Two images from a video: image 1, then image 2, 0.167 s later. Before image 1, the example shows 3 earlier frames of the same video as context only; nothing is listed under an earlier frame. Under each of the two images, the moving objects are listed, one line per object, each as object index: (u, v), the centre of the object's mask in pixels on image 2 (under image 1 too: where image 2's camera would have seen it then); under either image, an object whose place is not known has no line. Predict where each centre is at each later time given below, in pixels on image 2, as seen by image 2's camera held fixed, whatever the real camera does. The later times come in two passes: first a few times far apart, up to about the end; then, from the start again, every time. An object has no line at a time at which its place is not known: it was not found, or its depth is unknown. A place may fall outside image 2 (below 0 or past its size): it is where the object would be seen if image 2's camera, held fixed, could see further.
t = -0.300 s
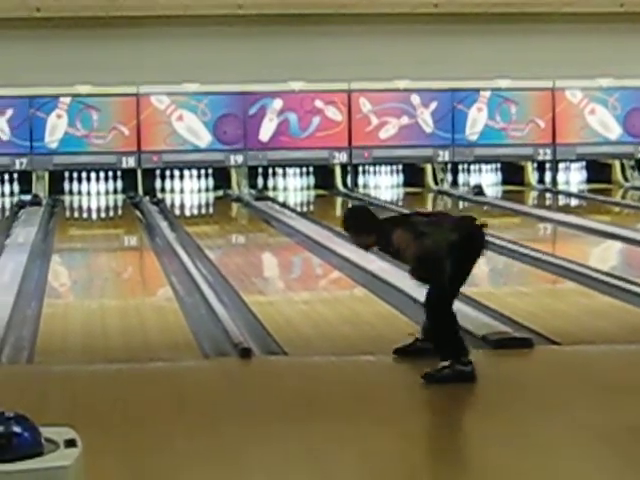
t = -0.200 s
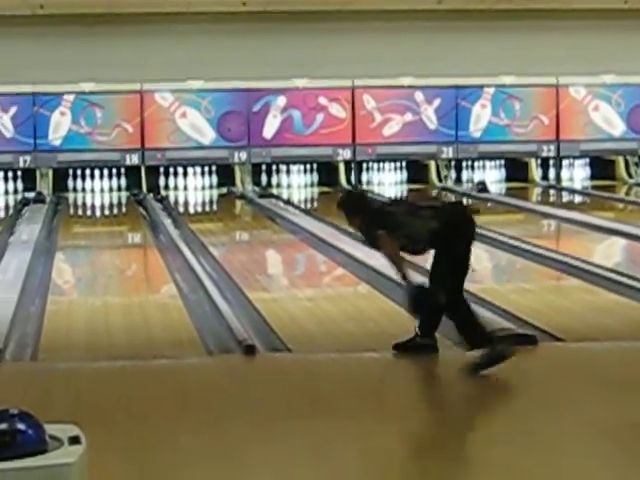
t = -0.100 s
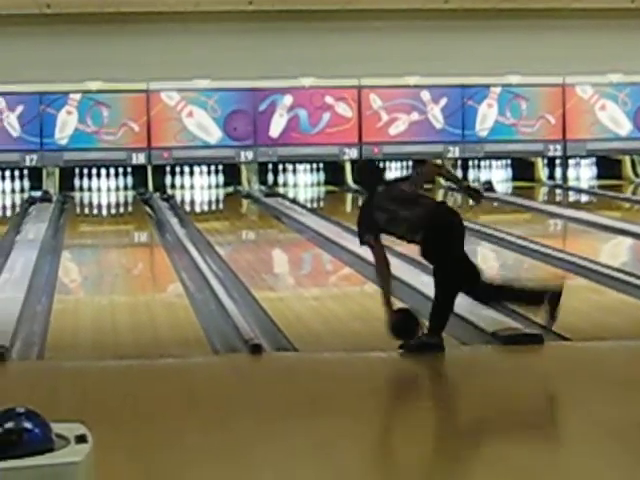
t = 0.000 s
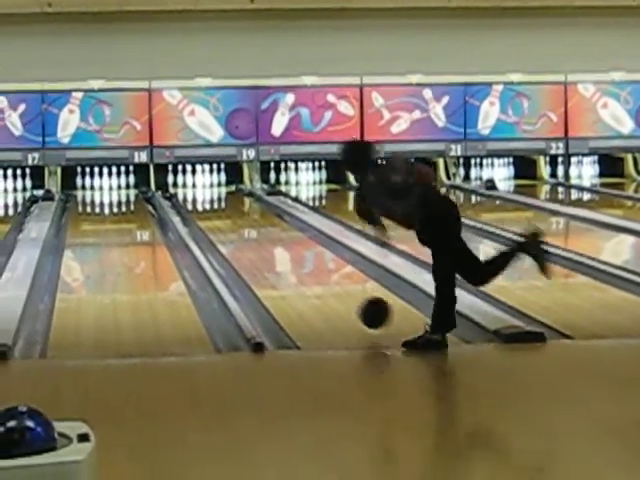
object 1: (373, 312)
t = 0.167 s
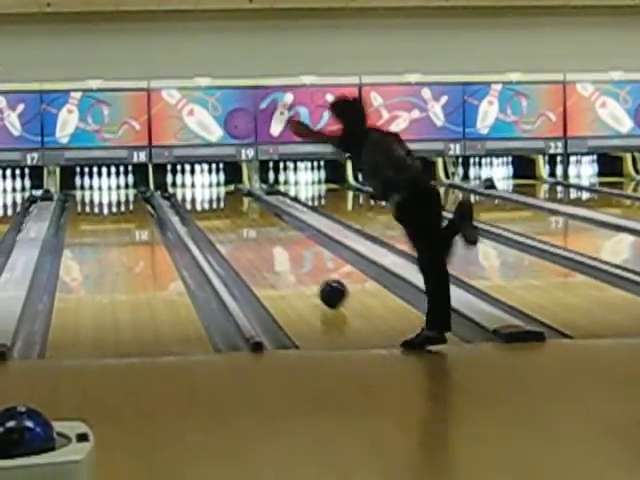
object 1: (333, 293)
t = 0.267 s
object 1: (313, 280)
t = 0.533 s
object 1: (271, 252)
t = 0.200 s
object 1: (326, 288)
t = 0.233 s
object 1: (319, 284)
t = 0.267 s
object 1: (313, 280)
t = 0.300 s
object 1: (307, 275)
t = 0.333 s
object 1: (301, 271)
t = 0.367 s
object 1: (295, 268)
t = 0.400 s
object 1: (290, 264)
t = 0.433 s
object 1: (285, 261)
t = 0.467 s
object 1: (280, 258)
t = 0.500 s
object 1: (275, 255)
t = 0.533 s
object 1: (271, 252)
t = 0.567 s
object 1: (266, 250)
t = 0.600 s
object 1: (263, 247)
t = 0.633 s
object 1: (259, 244)
